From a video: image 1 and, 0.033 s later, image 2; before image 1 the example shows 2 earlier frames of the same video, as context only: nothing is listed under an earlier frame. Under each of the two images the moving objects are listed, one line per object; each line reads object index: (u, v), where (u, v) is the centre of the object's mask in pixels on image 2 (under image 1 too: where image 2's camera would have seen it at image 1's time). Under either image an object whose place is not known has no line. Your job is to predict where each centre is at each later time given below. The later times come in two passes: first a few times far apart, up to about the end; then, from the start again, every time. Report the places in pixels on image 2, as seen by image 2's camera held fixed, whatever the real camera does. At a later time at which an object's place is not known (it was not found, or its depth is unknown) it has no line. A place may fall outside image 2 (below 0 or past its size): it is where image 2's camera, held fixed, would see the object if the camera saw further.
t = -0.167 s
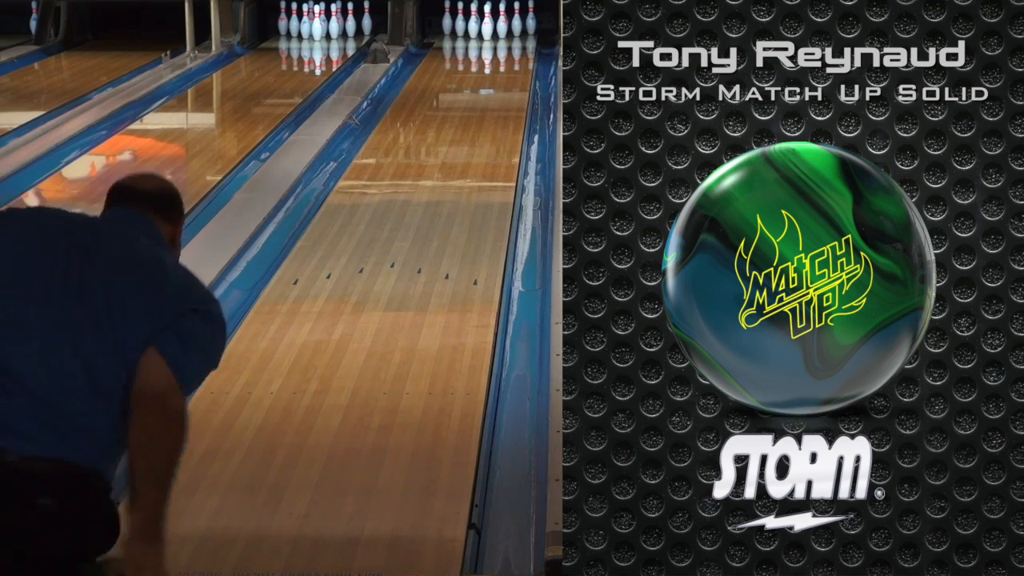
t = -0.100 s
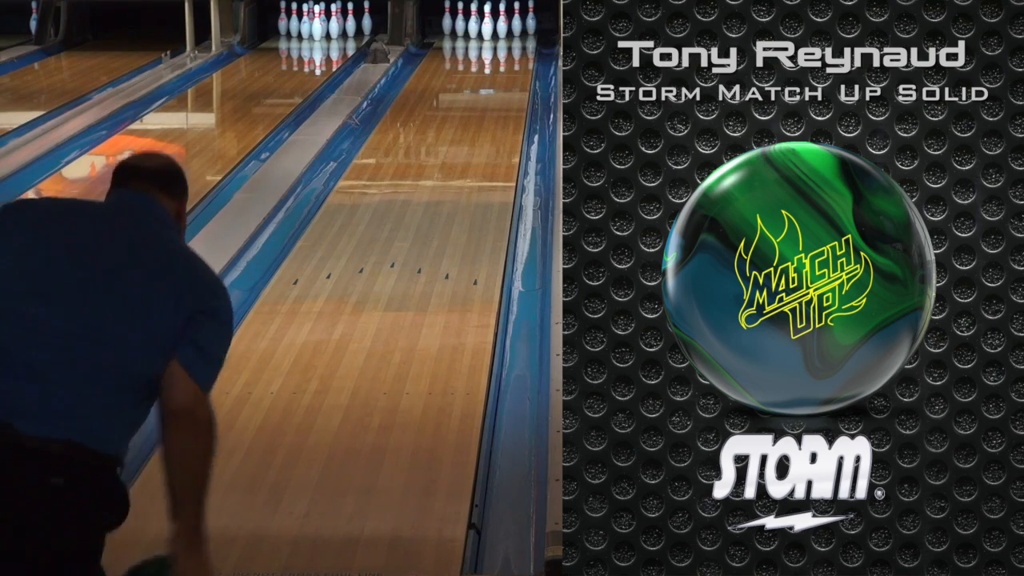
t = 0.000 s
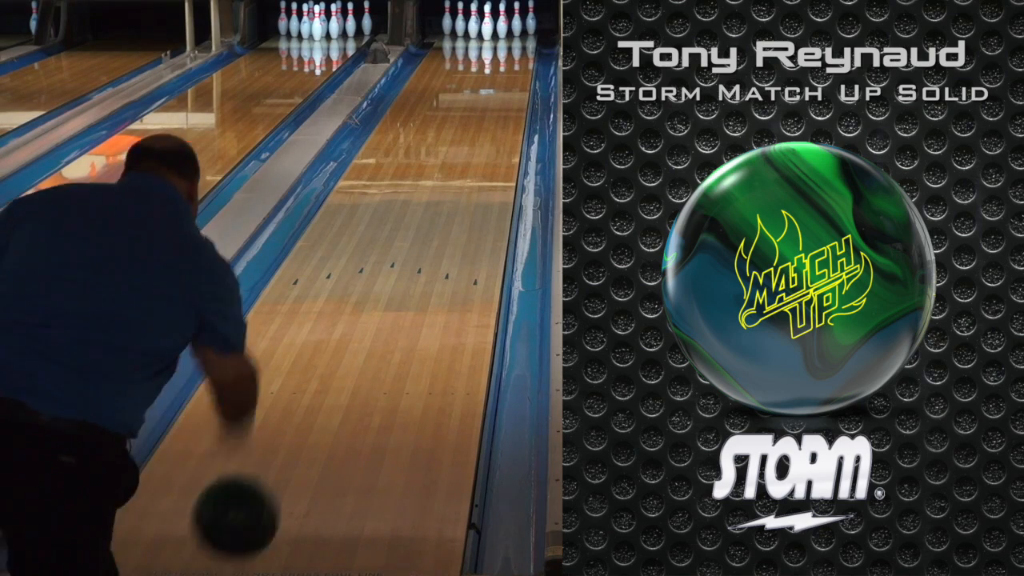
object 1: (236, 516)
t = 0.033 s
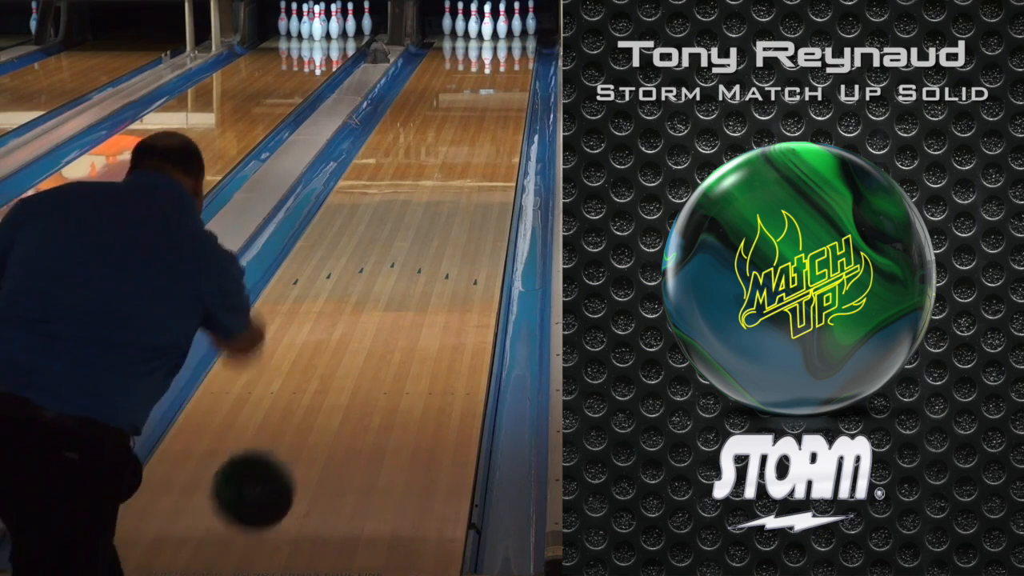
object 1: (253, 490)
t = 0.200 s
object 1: (324, 432)
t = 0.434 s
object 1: (384, 328)
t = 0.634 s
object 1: (421, 259)
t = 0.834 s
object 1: (448, 209)
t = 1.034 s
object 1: (468, 168)
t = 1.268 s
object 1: (485, 132)
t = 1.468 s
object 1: (496, 108)
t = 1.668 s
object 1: (503, 88)
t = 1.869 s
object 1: (508, 71)
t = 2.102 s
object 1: (509, 54)
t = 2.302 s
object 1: (505, 44)
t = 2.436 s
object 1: (501, 38)
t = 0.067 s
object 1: (269, 470)
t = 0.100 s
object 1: (285, 454)
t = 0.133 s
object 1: (299, 442)
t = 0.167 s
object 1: (312, 435)
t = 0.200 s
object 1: (324, 432)
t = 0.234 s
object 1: (335, 415)
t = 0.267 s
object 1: (345, 396)
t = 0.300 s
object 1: (355, 381)
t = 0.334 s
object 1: (364, 365)
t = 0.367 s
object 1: (368, 358)
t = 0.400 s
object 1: (376, 343)
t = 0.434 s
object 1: (384, 328)
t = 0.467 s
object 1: (391, 315)
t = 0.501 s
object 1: (398, 302)
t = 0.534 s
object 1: (404, 290)
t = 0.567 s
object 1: (410, 279)
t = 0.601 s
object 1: (416, 269)
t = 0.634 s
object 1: (421, 259)
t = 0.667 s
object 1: (426, 249)
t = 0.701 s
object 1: (431, 240)
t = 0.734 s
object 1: (435, 232)
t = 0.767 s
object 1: (440, 224)
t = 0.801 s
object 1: (444, 217)
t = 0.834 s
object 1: (448, 209)
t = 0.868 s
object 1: (452, 201)
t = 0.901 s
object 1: (455, 194)
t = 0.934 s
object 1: (459, 187)
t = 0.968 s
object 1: (462, 181)
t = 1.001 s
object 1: (465, 174)
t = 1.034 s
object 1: (468, 168)
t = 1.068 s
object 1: (471, 162)
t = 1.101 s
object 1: (473, 157)
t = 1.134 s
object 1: (476, 152)
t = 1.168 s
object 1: (479, 146)
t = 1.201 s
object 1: (481, 142)
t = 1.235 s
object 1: (483, 137)
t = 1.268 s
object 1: (485, 132)
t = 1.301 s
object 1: (487, 128)
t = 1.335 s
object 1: (489, 124)
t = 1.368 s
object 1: (491, 120)
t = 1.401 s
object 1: (493, 115)
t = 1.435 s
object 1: (494, 111)
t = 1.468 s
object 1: (496, 108)
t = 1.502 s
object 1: (497, 104)
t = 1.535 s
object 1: (499, 101)
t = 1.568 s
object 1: (500, 97)
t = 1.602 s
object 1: (501, 94)
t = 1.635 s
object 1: (502, 91)
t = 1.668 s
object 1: (503, 88)
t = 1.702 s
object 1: (504, 85)
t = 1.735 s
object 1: (505, 82)
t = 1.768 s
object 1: (506, 80)
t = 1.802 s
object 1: (507, 77)
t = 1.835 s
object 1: (508, 74)
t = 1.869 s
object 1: (508, 71)
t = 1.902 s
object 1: (508, 68)
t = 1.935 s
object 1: (509, 66)
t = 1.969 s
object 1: (509, 63)
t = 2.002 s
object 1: (509, 61)
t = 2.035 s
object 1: (509, 59)
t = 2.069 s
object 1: (509, 57)
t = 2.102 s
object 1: (509, 54)
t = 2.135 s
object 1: (508, 52)
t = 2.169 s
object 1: (507, 50)
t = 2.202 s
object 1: (507, 49)
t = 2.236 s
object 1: (507, 48)
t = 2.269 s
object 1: (506, 46)
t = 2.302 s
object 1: (505, 44)
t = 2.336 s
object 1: (504, 43)
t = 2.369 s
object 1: (503, 41)
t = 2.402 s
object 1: (502, 39)
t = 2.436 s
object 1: (501, 38)
